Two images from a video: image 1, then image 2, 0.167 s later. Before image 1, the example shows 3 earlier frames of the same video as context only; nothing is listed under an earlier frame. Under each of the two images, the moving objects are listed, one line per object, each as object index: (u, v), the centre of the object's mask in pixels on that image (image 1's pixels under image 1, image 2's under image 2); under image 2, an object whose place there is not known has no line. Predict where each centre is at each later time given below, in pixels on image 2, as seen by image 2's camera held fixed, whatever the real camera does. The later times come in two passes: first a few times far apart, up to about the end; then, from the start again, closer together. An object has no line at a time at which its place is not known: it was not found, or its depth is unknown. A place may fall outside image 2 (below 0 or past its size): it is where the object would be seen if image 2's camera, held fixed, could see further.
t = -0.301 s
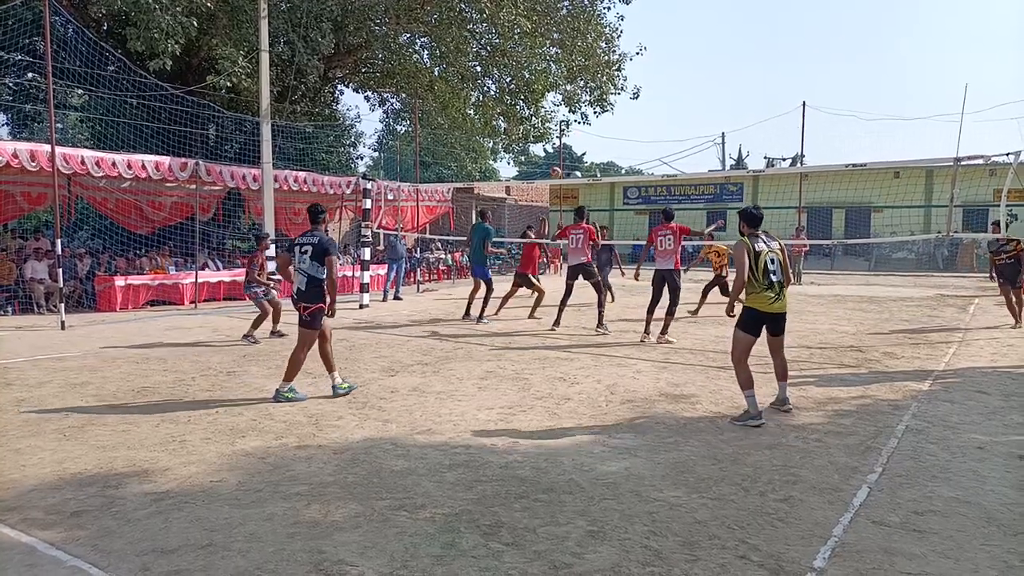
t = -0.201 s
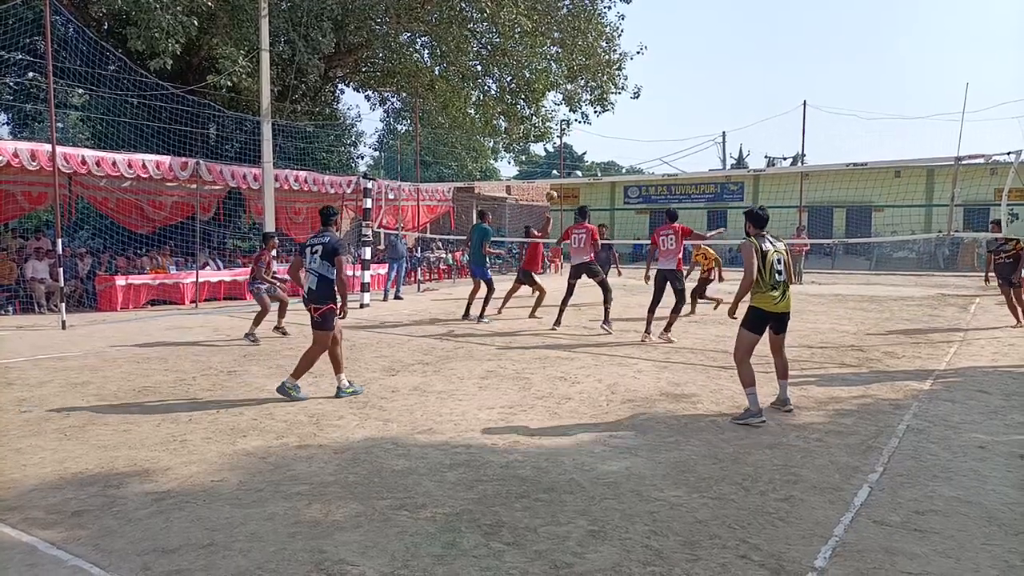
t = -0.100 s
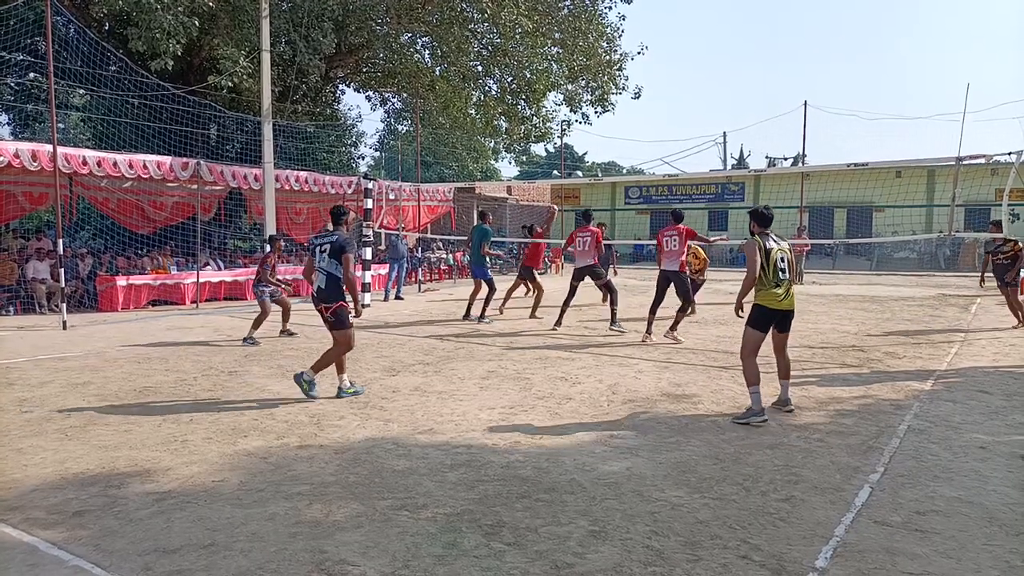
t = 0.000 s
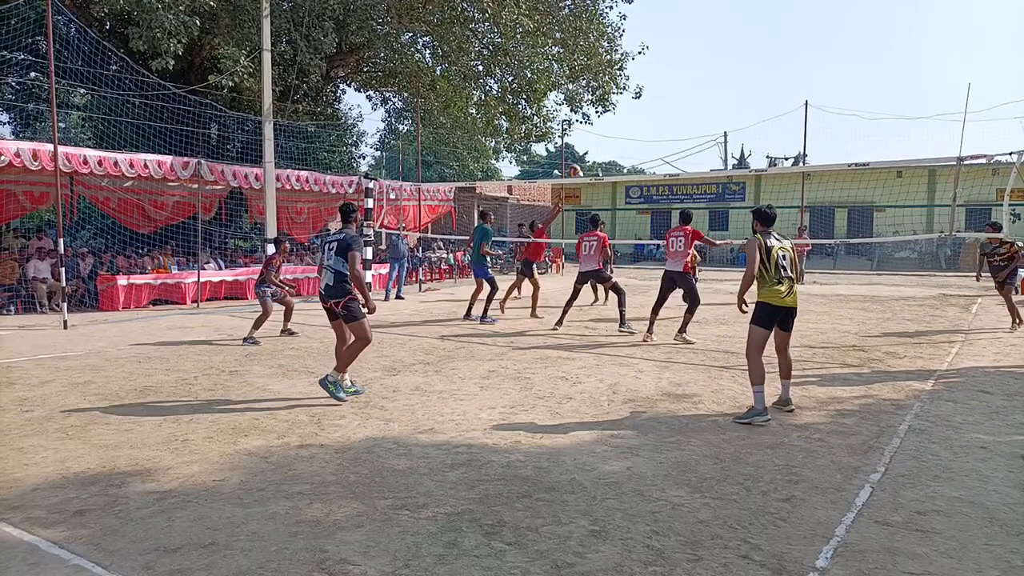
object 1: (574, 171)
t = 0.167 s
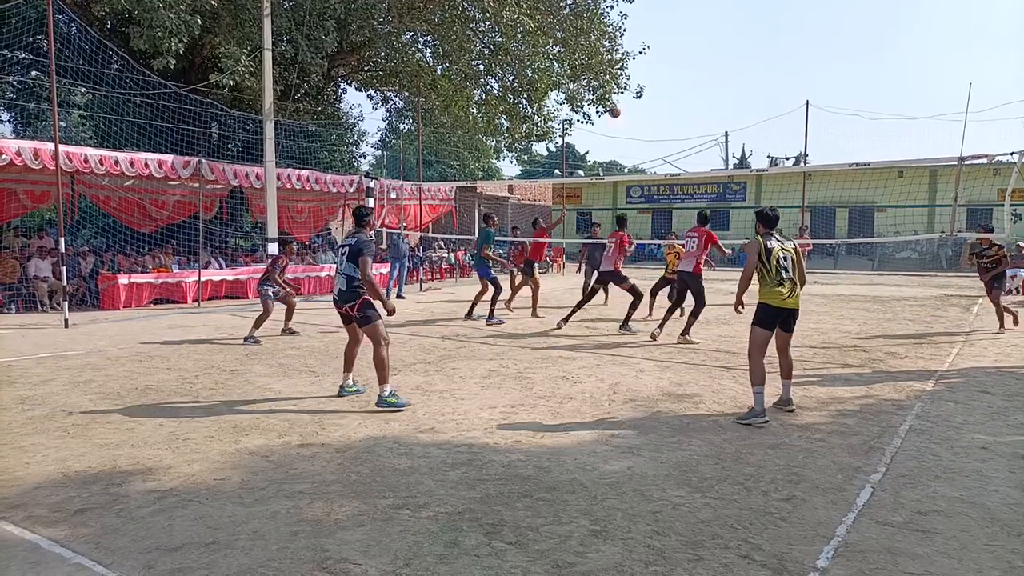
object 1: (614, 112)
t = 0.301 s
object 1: (648, 75)
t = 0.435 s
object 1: (682, 46)
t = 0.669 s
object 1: (746, 24)
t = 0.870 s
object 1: (802, 34)
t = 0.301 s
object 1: (648, 75)
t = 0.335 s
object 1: (656, 67)
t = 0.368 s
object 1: (665, 59)
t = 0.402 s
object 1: (674, 53)
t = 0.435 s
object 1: (682, 46)
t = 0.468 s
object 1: (691, 41)
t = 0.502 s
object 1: (700, 37)
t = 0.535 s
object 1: (709, 32)
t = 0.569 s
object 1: (718, 29)
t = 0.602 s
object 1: (727, 27)
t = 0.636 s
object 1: (736, 25)
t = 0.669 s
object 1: (746, 24)
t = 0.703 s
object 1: (755, 23)
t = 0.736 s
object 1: (764, 24)
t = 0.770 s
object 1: (774, 25)
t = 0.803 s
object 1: (783, 27)
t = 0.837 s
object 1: (793, 30)
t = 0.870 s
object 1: (802, 34)
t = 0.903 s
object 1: (811, 38)
